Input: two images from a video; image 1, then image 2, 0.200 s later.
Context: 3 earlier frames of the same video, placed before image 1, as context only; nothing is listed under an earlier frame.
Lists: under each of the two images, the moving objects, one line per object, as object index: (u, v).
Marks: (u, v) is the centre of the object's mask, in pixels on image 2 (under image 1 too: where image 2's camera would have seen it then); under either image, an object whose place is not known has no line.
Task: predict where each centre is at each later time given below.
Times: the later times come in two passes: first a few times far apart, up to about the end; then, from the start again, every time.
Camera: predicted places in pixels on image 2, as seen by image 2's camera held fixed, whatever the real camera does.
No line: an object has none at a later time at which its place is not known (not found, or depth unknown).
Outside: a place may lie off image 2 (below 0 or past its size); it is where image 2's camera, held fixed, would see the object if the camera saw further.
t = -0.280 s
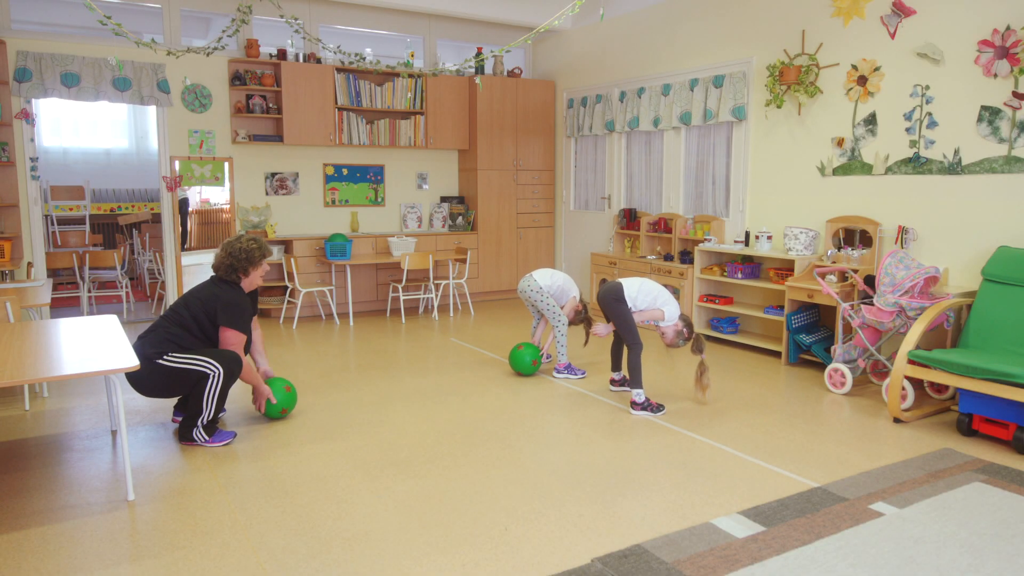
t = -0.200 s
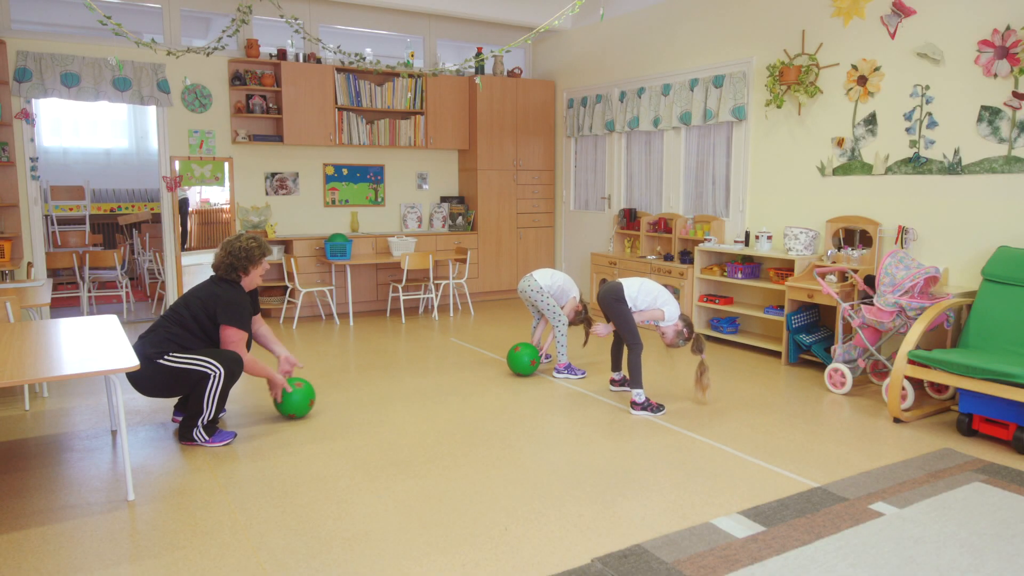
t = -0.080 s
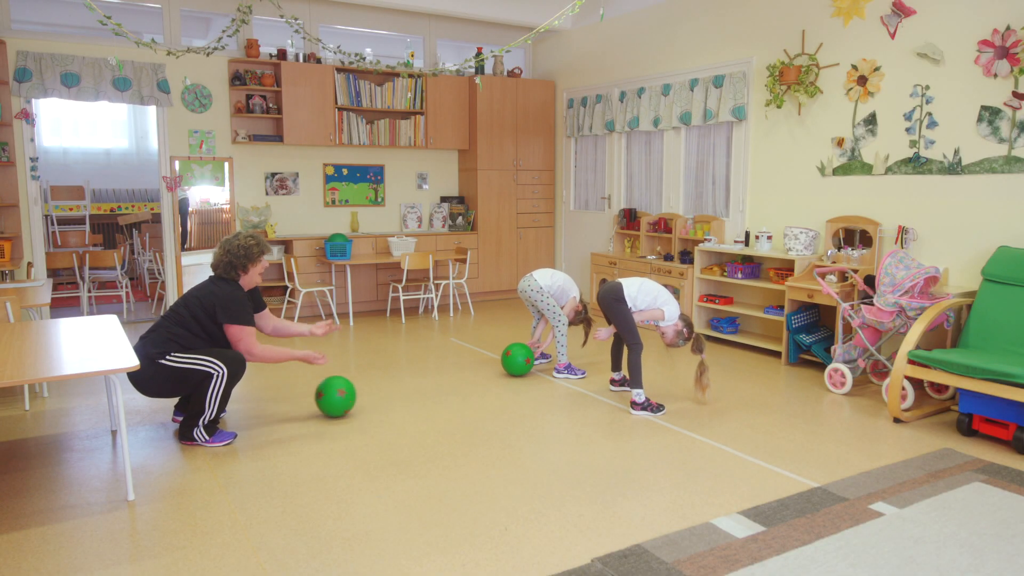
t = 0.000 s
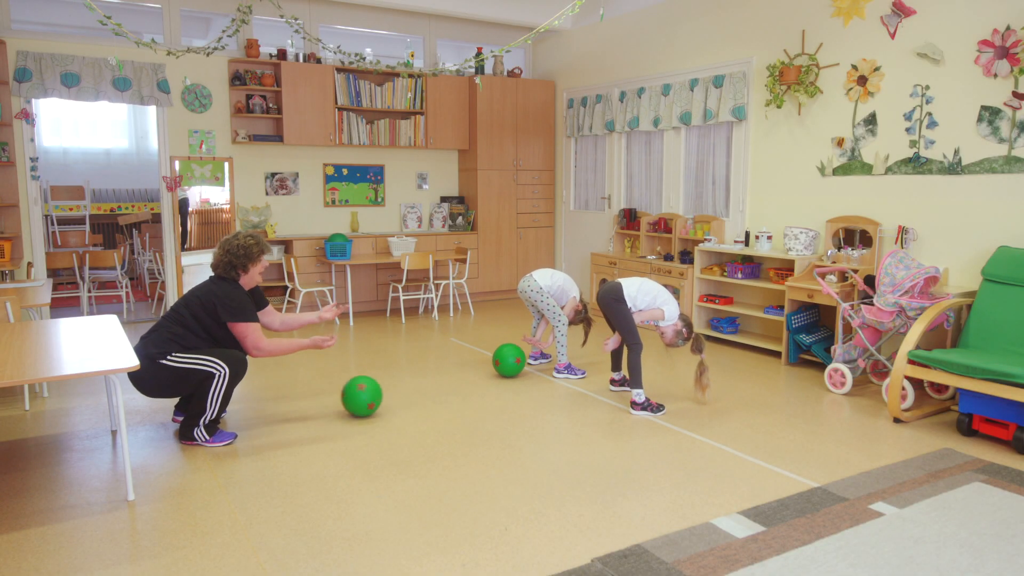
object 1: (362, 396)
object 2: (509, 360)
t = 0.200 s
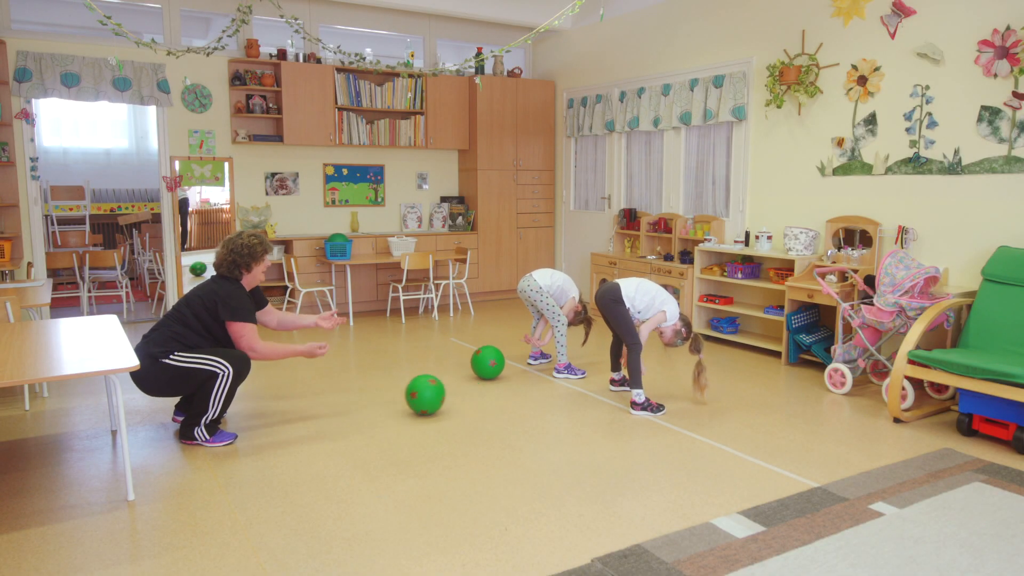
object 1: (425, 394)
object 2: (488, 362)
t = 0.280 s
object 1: (452, 394)
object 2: (480, 363)
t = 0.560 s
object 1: (537, 393)
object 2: (453, 365)
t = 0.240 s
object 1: (439, 394)
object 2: (484, 363)
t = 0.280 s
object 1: (452, 394)
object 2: (480, 363)
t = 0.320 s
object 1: (465, 393)
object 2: (476, 362)
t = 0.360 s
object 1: (477, 393)
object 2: (472, 361)
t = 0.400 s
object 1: (490, 393)
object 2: (468, 364)
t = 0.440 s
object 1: (501, 393)
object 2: (465, 364)
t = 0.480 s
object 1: (513, 393)
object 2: (461, 364)
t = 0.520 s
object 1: (525, 393)
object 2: (457, 364)
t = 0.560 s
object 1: (537, 393)
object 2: (453, 365)
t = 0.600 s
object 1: (550, 393)
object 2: (449, 365)
